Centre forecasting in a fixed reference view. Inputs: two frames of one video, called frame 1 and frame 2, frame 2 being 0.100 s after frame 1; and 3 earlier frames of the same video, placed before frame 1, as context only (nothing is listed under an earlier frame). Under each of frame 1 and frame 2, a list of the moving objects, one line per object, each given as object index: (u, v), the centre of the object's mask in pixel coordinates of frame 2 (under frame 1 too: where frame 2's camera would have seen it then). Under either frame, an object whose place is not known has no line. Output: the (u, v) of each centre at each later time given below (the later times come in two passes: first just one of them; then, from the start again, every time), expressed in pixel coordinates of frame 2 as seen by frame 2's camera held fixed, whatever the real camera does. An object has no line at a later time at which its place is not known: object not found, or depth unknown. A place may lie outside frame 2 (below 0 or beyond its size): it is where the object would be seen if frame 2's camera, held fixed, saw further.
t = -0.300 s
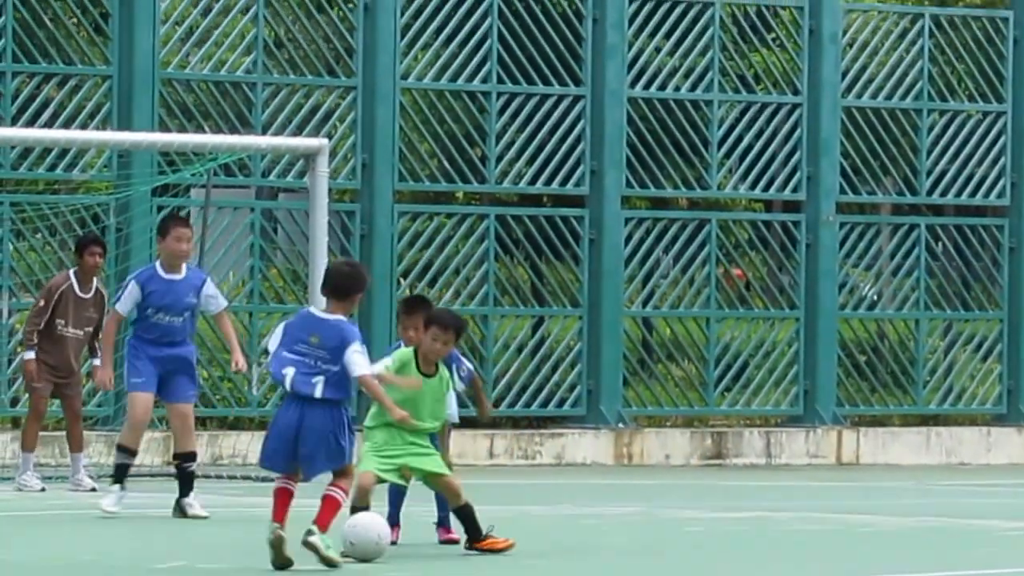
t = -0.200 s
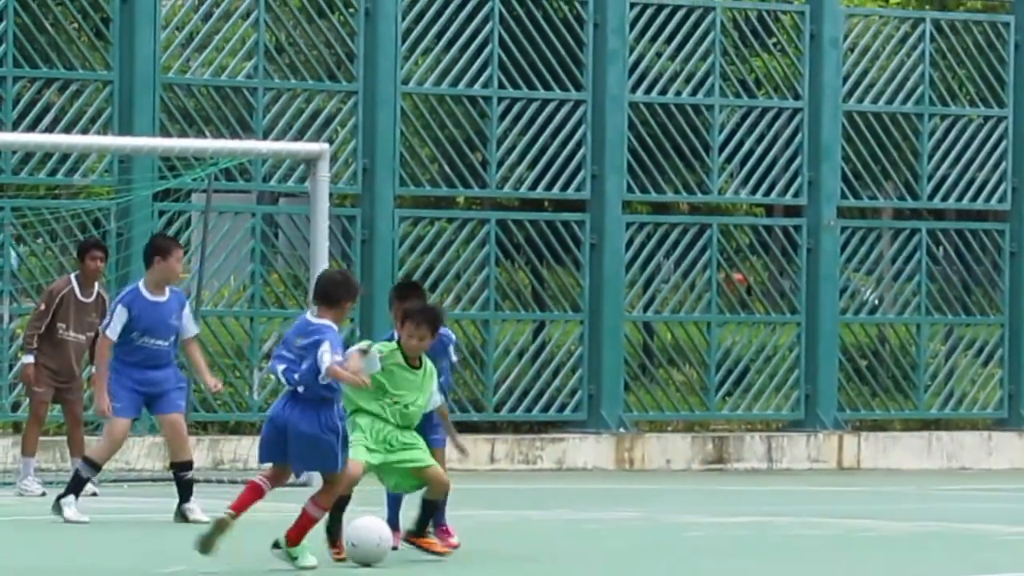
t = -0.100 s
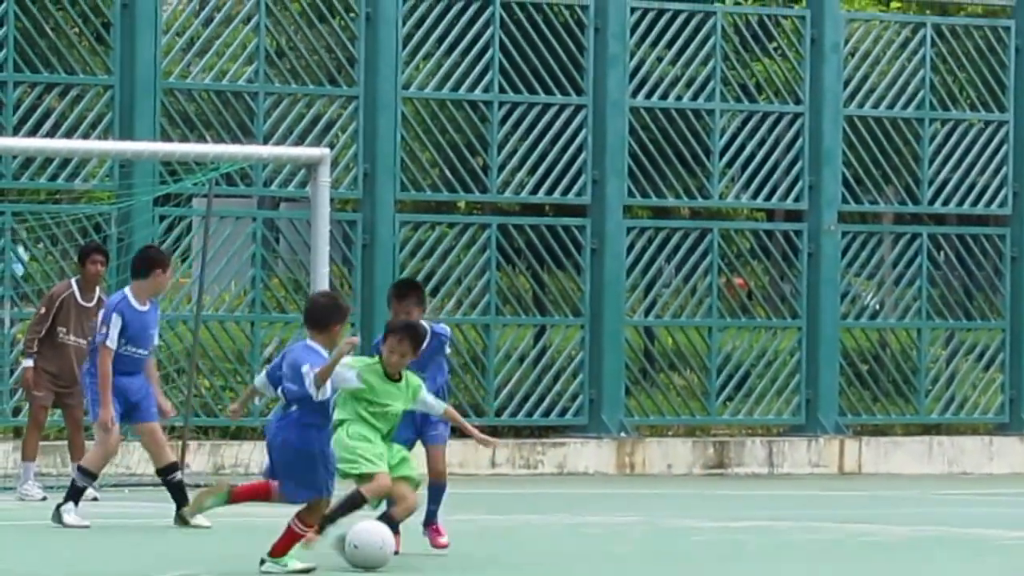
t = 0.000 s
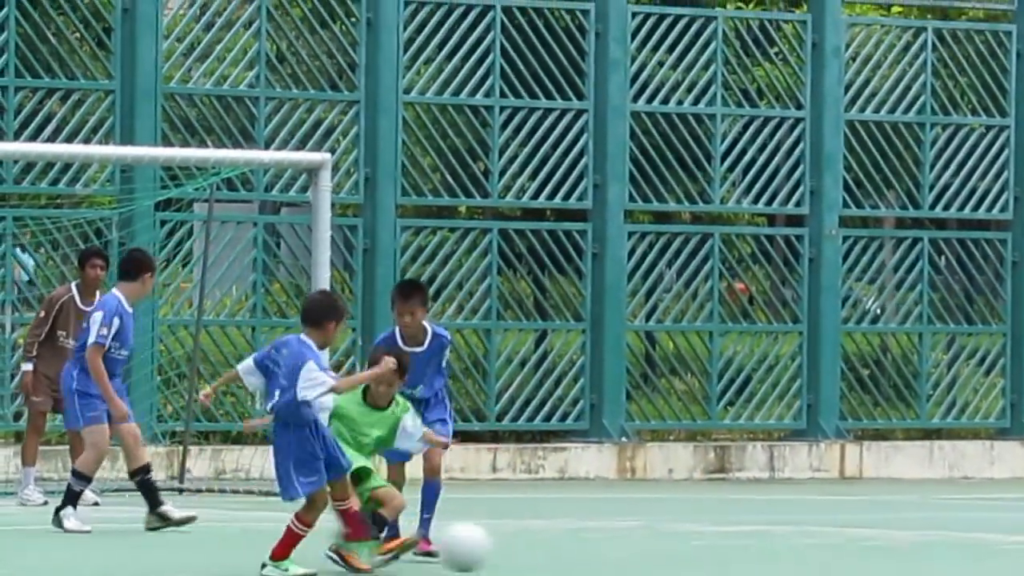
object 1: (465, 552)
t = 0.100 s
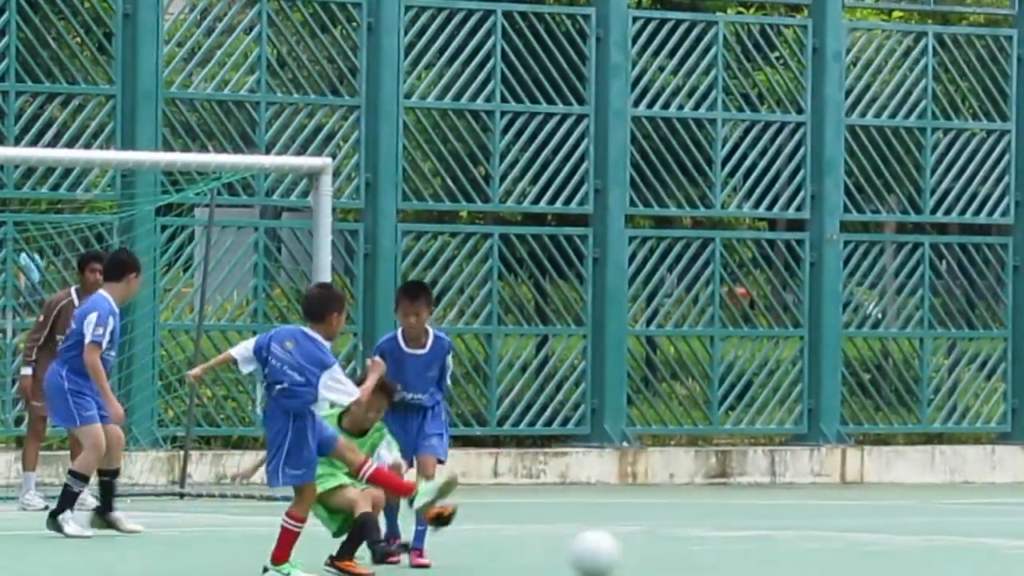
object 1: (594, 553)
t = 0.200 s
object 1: (705, 552)
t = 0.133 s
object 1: (631, 551)
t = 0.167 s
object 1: (668, 551)
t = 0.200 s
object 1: (705, 552)
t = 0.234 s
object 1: (739, 553)
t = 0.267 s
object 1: (768, 551)
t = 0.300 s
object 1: (798, 552)
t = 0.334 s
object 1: (829, 555)
